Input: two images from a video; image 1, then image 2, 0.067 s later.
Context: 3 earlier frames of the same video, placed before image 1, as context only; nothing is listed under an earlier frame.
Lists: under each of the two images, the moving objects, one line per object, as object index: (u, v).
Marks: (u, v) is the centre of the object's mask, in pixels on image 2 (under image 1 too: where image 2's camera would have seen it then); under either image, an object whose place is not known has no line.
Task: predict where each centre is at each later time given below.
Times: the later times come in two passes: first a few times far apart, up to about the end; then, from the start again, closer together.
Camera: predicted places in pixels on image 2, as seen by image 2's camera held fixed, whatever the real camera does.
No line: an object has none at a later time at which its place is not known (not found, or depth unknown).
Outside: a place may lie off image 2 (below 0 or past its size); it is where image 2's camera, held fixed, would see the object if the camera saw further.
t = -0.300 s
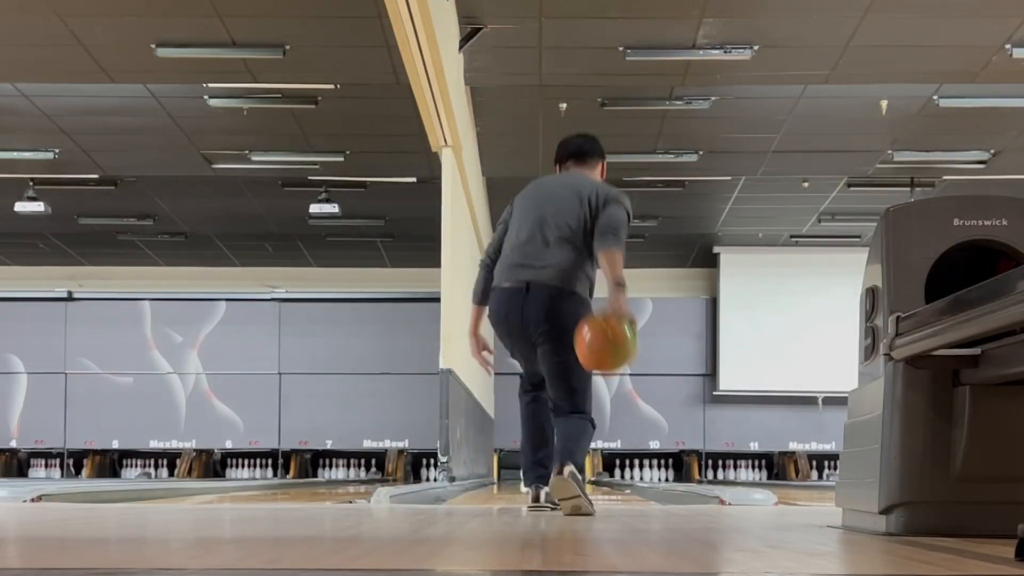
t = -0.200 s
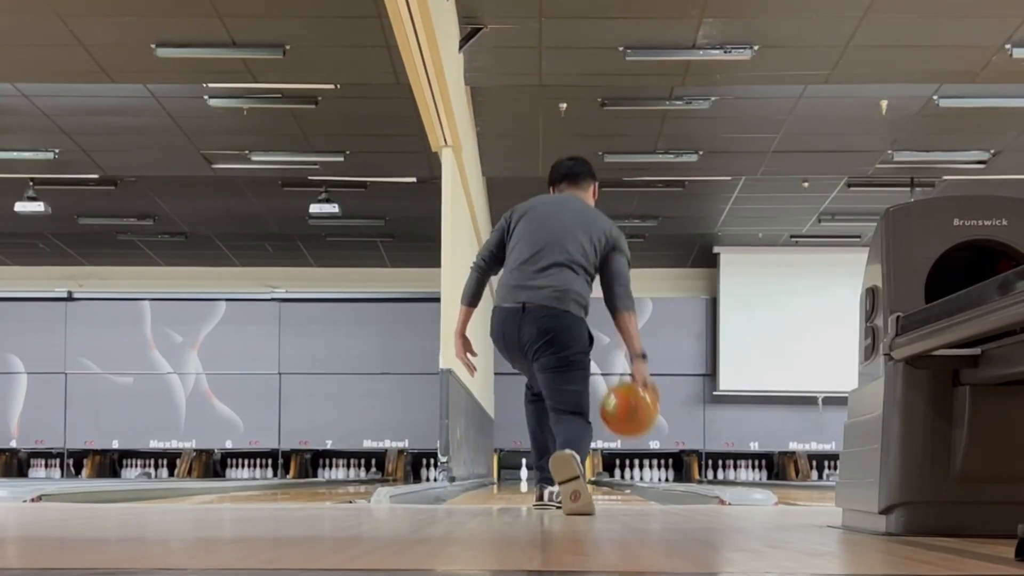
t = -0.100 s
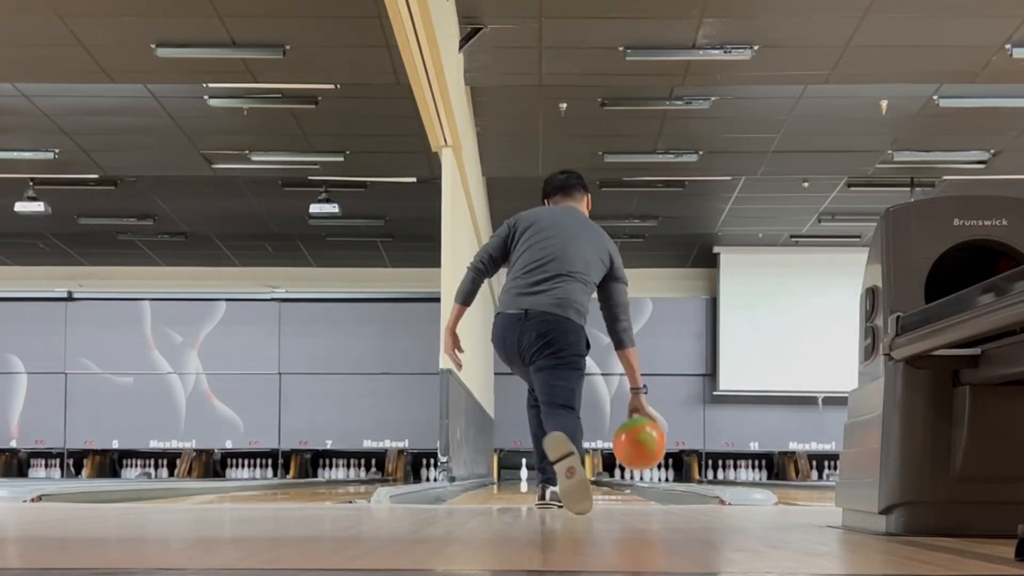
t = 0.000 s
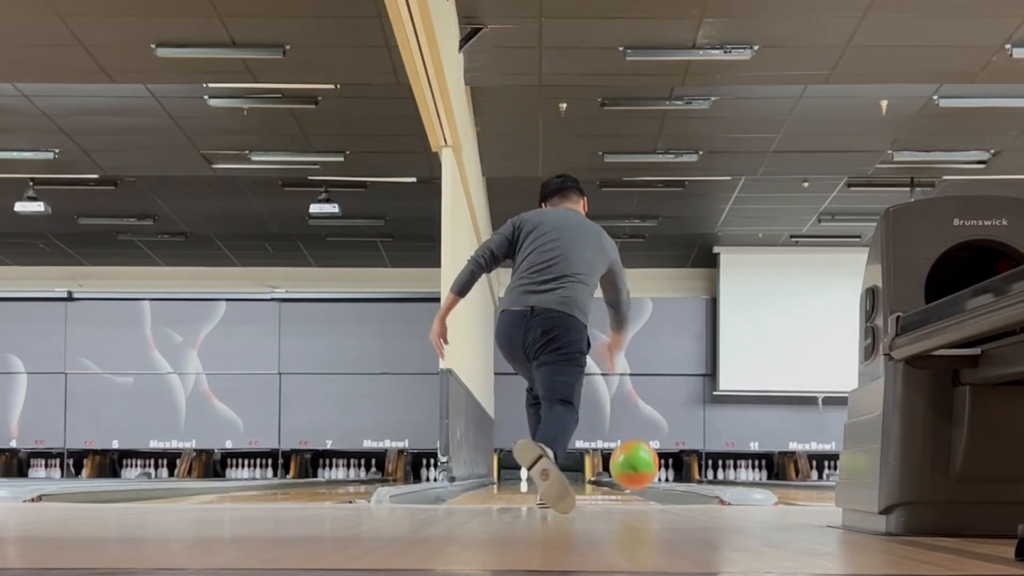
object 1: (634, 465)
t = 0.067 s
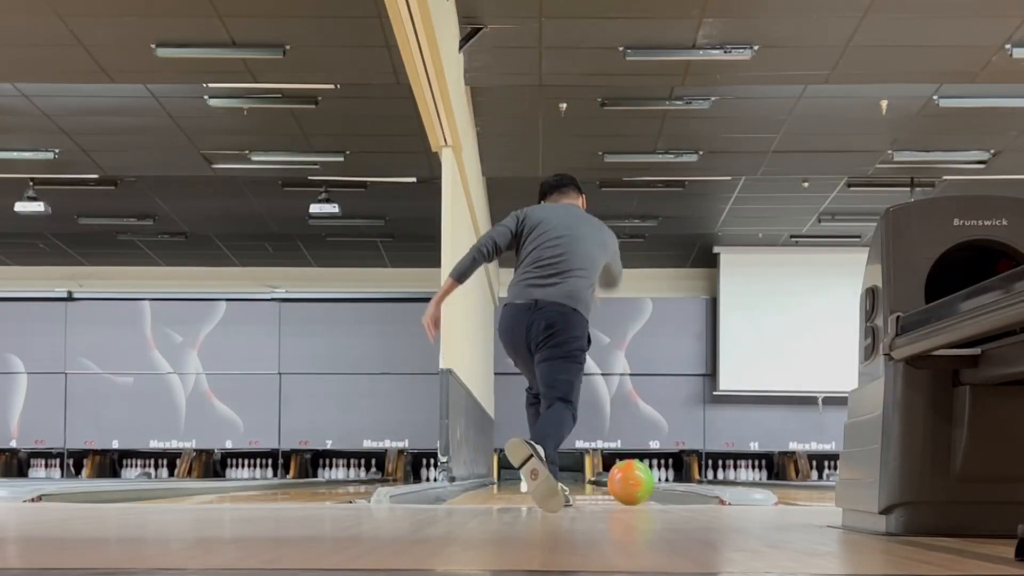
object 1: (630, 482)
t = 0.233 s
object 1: (623, 480)
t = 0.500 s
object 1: (612, 477)
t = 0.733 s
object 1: (605, 476)
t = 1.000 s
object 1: (596, 476)
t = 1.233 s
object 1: (590, 475)
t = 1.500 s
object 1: (585, 474)
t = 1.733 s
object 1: (573, 475)
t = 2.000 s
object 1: (565, 475)
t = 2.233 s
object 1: (559, 475)
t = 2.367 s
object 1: (555, 474)
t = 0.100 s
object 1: (629, 480)
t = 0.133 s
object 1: (627, 479)
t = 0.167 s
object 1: (625, 480)
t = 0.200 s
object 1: (624, 480)
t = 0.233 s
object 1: (623, 480)
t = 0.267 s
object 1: (621, 479)
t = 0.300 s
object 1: (620, 479)
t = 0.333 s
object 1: (618, 478)
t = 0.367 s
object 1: (617, 478)
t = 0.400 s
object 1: (615, 477)
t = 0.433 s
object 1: (614, 477)
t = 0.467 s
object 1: (613, 477)
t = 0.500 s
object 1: (612, 477)
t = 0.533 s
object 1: (611, 476)
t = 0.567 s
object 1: (610, 476)
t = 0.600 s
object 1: (608, 476)
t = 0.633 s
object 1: (608, 476)
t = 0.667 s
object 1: (607, 476)
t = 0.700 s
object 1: (606, 476)
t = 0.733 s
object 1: (605, 476)
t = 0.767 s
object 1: (604, 476)
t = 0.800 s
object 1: (603, 476)
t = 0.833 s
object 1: (601, 476)
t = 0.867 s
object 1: (601, 476)
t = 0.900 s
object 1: (599, 476)
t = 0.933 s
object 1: (598, 476)
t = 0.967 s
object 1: (597, 476)
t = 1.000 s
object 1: (596, 476)
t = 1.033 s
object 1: (595, 476)
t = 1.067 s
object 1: (594, 476)
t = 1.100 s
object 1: (593, 476)
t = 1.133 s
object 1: (592, 476)
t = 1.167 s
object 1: (591, 476)
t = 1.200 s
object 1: (591, 475)
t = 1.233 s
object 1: (590, 475)
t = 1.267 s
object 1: (589, 475)
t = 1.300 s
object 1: (588, 474)
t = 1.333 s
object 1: (588, 475)
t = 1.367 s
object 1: (587, 475)
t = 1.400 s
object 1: (586, 474)
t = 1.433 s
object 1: (586, 474)
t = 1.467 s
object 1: (586, 474)
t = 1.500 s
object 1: (585, 474)
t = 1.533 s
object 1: (584, 474)
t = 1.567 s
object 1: (584, 474)
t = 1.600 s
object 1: (583, 475)
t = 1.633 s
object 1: (580, 475)
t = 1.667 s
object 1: (576, 475)
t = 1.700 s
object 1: (574, 475)
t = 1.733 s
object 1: (573, 475)
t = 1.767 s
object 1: (572, 475)
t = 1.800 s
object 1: (571, 475)
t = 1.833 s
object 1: (570, 475)
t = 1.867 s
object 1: (569, 475)
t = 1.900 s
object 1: (568, 475)
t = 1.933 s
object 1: (567, 475)
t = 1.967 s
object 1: (566, 475)
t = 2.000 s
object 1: (565, 475)
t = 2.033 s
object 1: (564, 475)
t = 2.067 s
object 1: (563, 475)
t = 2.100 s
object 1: (561, 475)
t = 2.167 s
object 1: (563, 474)
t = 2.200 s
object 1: (559, 475)
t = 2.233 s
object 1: (559, 475)
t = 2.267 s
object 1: (558, 475)
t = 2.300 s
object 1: (557, 475)
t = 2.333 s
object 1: (556, 475)
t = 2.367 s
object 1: (555, 474)
